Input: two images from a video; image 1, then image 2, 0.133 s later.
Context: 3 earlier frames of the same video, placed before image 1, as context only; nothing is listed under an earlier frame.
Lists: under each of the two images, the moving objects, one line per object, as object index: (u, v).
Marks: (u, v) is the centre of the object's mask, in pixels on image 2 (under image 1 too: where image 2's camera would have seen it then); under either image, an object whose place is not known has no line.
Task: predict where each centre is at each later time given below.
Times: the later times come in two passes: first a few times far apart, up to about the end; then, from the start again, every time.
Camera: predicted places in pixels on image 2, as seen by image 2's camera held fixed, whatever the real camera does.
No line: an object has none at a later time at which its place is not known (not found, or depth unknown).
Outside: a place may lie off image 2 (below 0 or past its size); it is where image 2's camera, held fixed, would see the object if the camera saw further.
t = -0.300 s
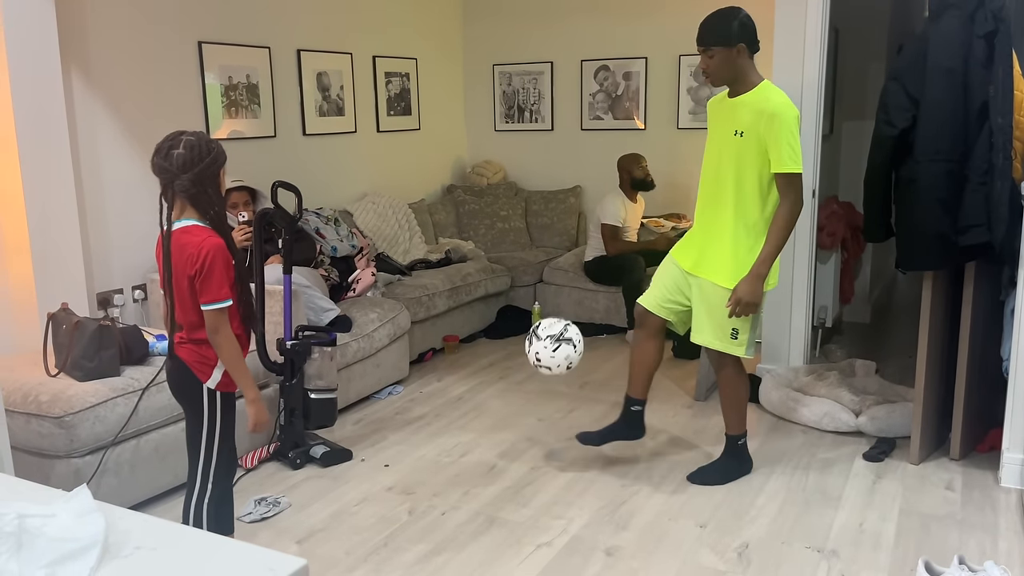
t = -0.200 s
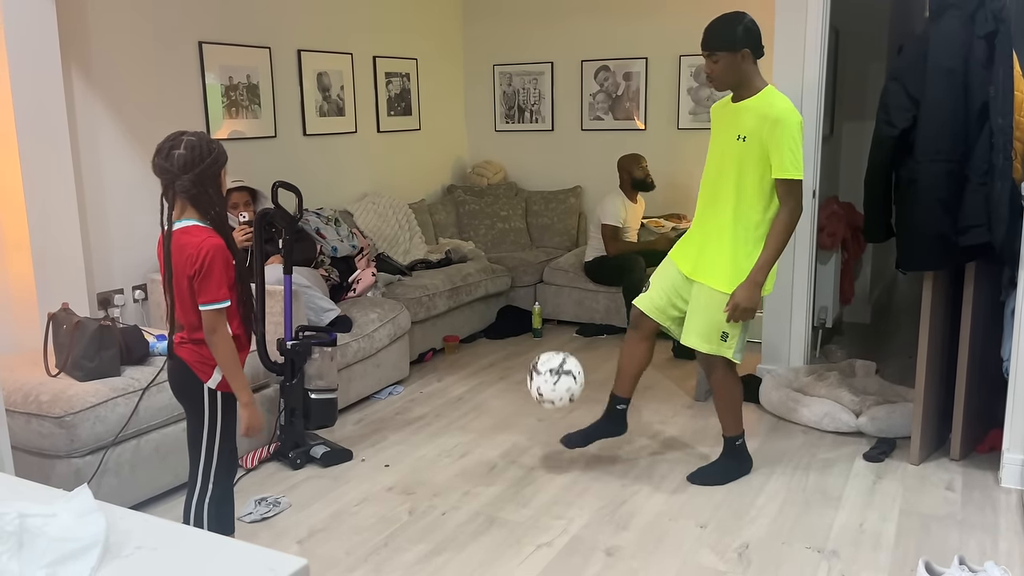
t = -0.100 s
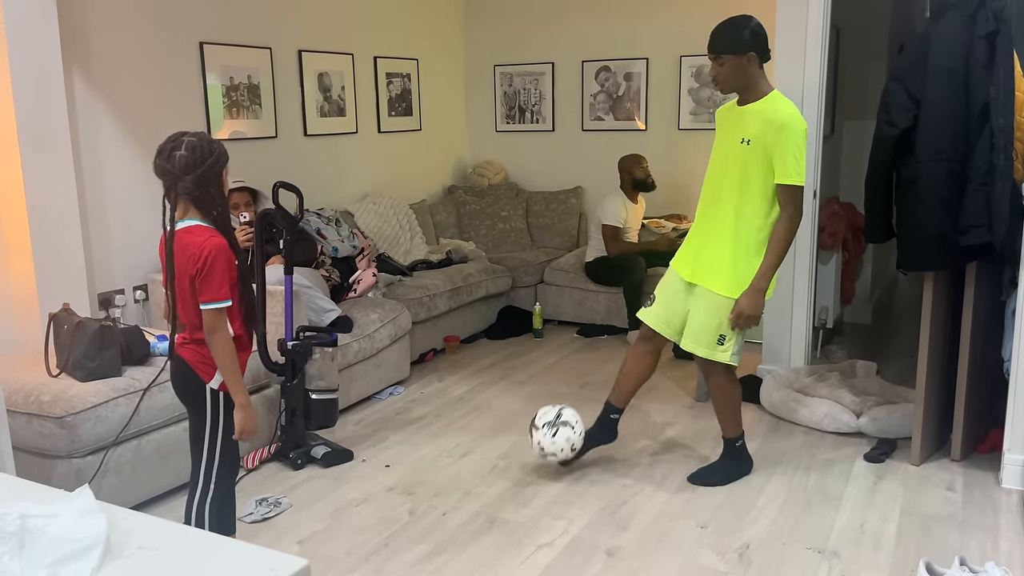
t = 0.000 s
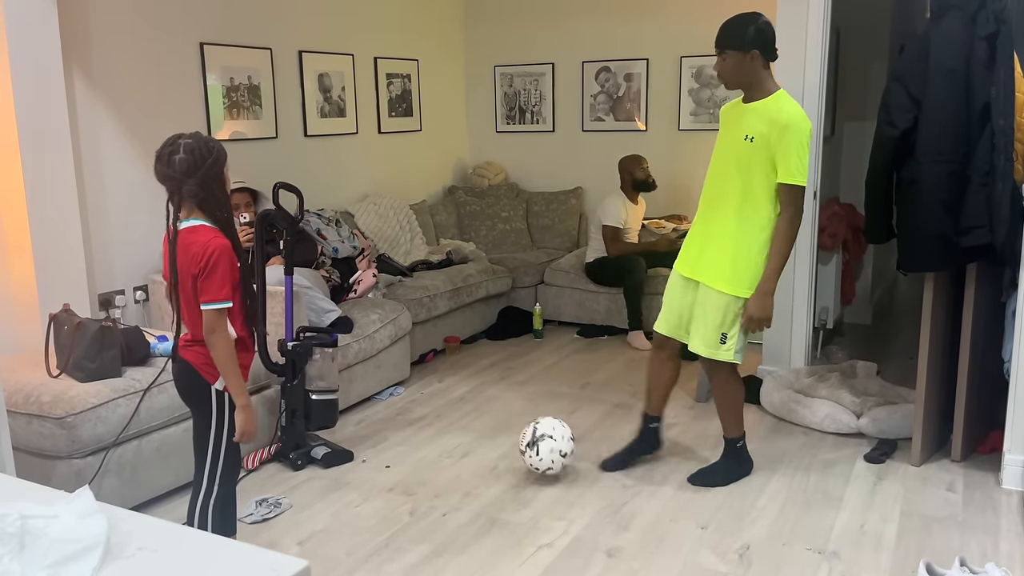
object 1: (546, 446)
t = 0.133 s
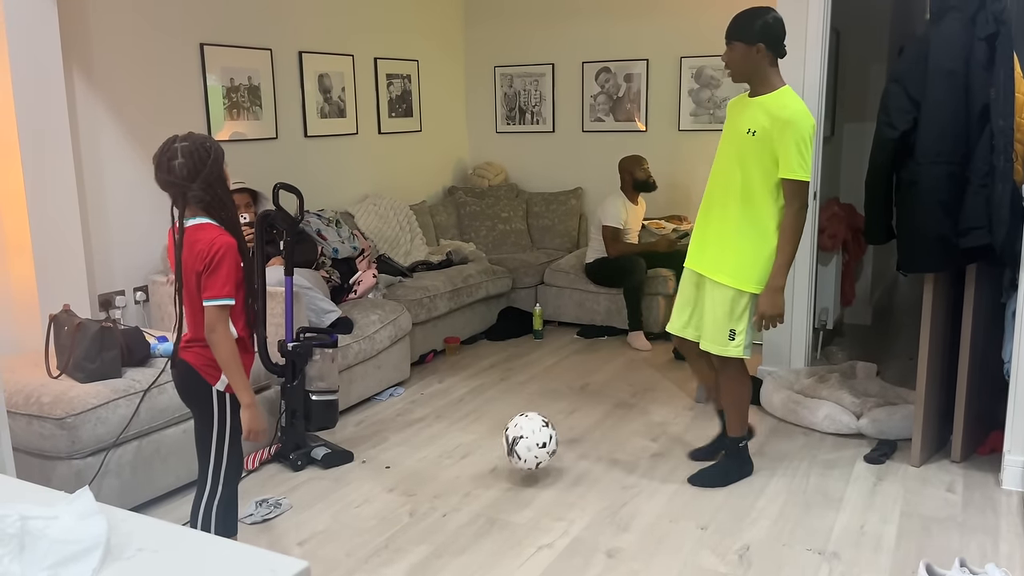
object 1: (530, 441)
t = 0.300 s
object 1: (508, 449)
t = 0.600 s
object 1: (468, 457)
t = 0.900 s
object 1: (431, 461)
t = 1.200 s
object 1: (393, 461)
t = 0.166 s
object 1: (526, 446)
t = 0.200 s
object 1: (521, 455)
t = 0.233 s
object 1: (517, 455)
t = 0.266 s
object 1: (512, 450)
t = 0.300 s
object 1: (508, 449)
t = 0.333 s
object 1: (504, 450)
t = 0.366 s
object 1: (500, 454)
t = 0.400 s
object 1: (495, 459)
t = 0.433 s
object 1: (490, 456)
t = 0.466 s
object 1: (486, 454)
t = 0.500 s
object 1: (481, 456)
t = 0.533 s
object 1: (477, 460)
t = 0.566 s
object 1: (472, 458)
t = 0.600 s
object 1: (468, 457)
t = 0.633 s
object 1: (463, 459)
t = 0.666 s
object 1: (460, 460)
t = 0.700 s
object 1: (455, 459)
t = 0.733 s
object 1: (452, 460)
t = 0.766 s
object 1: (448, 460)
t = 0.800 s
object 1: (443, 460)
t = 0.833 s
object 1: (439, 461)
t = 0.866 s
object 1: (435, 461)
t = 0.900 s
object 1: (431, 461)
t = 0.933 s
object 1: (426, 462)
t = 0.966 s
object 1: (422, 462)
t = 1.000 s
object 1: (418, 462)
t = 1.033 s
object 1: (414, 462)
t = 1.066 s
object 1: (410, 461)
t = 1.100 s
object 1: (405, 462)
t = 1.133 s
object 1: (401, 462)
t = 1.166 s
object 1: (397, 462)
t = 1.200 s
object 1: (393, 461)
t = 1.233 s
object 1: (389, 461)
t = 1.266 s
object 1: (385, 461)
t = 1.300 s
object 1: (381, 461)
